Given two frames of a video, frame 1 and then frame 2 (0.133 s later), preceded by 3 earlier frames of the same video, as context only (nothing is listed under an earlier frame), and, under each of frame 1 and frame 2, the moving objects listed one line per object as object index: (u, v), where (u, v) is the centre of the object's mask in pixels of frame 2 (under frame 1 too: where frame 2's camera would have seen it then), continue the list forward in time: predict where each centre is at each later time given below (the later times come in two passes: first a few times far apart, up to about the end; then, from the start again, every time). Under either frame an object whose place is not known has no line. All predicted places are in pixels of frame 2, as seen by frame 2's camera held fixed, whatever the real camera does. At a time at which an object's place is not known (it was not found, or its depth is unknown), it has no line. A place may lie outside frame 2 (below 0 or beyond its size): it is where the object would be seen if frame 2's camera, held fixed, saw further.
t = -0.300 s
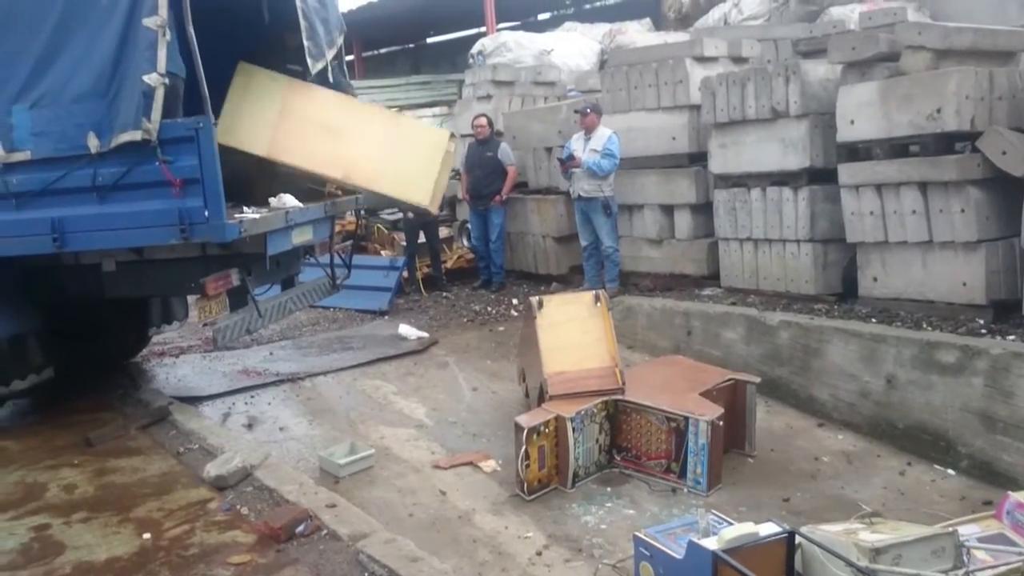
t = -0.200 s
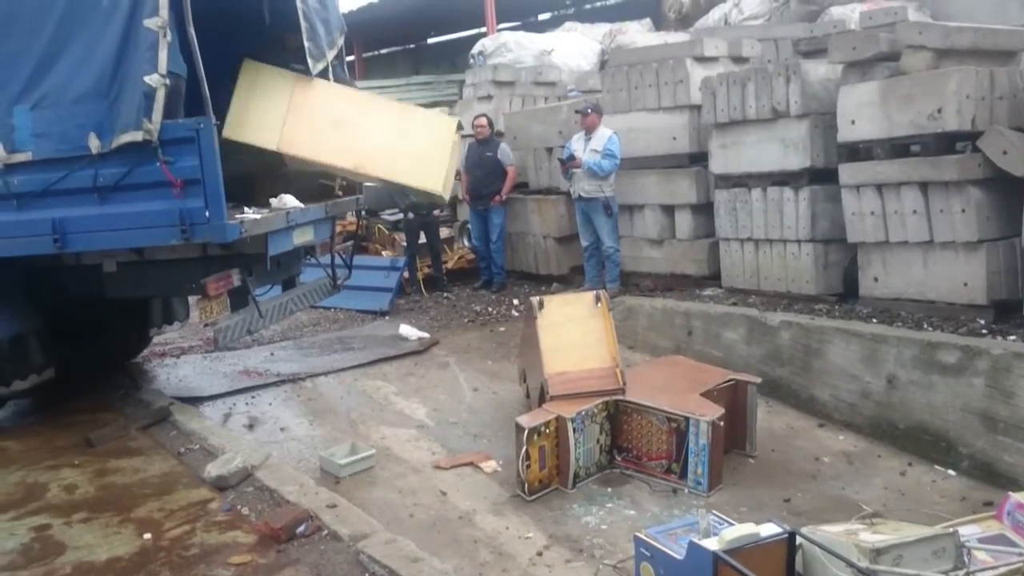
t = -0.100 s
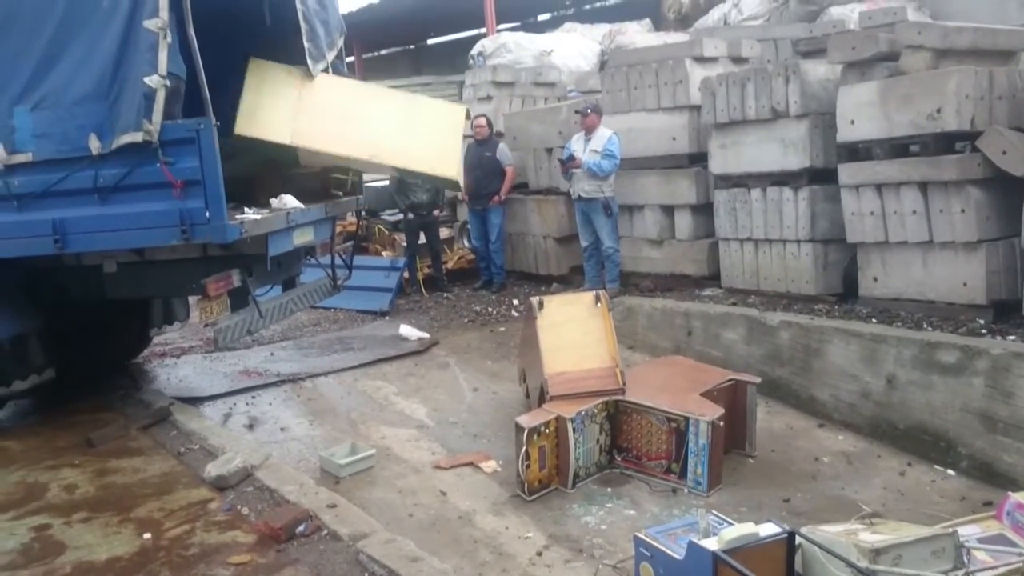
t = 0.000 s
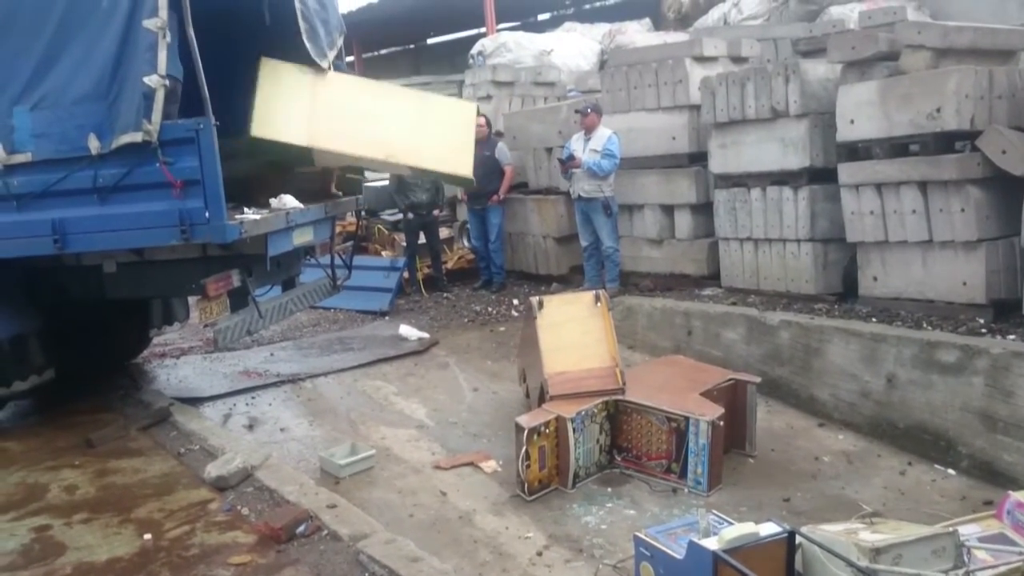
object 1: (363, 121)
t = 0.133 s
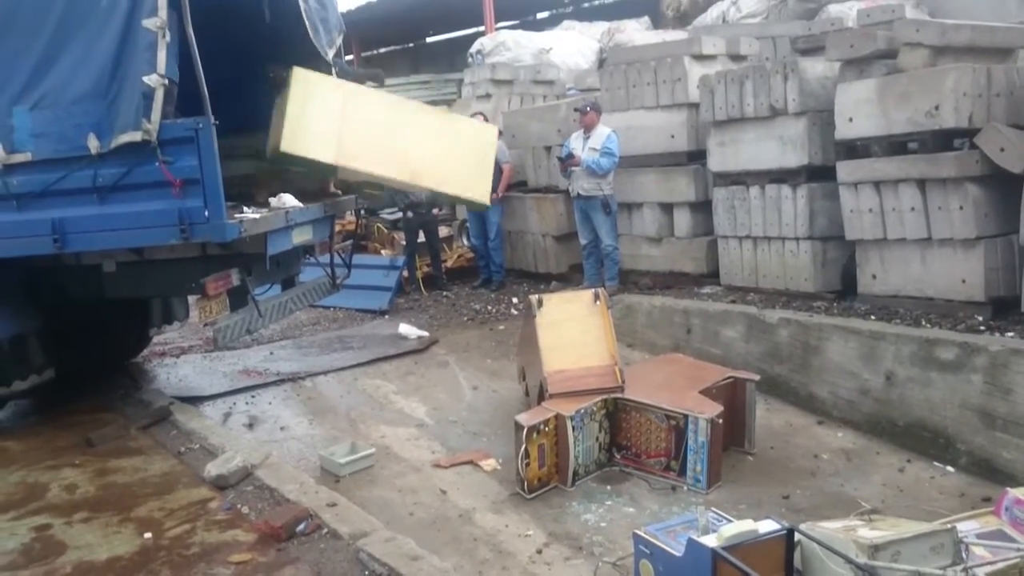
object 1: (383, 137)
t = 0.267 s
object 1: (409, 176)
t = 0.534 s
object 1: (460, 270)
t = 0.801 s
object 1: (484, 297)
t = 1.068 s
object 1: (485, 331)
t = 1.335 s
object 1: (462, 383)
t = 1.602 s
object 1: (448, 394)
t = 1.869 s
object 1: (432, 399)
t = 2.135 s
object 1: (432, 398)
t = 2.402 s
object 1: (435, 396)
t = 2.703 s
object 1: (436, 397)
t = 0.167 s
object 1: (389, 145)
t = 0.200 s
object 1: (395, 154)
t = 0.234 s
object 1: (402, 164)
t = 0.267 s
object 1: (409, 176)
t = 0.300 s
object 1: (416, 189)
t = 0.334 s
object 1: (423, 204)
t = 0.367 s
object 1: (430, 217)
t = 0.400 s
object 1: (437, 231)
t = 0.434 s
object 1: (445, 245)
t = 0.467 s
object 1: (451, 263)
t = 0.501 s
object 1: (456, 269)
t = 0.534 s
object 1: (460, 270)
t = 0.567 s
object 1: (464, 272)
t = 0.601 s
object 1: (469, 274)
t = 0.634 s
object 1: (474, 279)
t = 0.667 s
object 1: (481, 288)
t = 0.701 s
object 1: (481, 297)
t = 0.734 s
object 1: (487, 310)
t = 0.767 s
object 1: (486, 293)
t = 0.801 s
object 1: (484, 297)
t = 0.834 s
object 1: (485, 302)
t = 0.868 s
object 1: (488, 319)
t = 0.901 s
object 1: (487, 323)
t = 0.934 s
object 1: (484, 324)
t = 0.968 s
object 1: (485, 325)
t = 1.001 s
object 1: (486, 326)
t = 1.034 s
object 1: (486, 328)
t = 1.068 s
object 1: (485, 331)
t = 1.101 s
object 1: (476, 340)
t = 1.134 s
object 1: (483, 334)
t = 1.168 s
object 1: (471, 345)
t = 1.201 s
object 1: (480, 337)
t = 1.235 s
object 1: (478, 341)
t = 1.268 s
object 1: (464, 364)
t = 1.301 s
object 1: (462, 374)
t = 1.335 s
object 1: (462, 383)
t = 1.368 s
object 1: (461, 392)
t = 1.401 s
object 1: (458, 394)
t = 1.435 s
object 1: (457, 394)
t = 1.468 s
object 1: (455, 394)
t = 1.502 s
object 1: (452, 394)
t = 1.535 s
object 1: (452, 394)
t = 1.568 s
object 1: (450, 394)
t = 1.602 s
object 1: (448, 394)
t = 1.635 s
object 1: (441, 395)
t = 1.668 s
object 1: (438, 396)
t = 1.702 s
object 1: (436, 397)
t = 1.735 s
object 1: (435, 397)
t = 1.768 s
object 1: (434, 398)
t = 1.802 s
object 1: (432, 398)
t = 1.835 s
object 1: (432, 398)
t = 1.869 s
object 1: (432, 399)
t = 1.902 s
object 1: (431, 399)
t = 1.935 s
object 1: (431, 399)
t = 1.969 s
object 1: (431, 399)
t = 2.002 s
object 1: (431, 399)
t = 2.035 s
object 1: (431, 399)
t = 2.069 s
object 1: (431, 399)
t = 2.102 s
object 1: (431, 399)
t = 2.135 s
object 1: (432, 398)
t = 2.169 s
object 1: (432, 398)
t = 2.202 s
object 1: (433, 398)
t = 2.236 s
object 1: (435, 398)
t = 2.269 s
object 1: (434, 398)
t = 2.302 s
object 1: (436, 397)
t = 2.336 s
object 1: (435, 397)
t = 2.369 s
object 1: (436, 397)
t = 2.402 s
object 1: (435, 396)
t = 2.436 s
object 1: (435, 396)
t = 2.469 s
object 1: (435, 397)
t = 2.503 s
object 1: (435, 397)
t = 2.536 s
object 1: (435, 397)
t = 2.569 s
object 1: (435, 397)
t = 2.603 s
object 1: (435, 397)
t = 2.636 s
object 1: (435, 397)
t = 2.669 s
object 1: (436, 397)
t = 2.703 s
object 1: (436, 397)
